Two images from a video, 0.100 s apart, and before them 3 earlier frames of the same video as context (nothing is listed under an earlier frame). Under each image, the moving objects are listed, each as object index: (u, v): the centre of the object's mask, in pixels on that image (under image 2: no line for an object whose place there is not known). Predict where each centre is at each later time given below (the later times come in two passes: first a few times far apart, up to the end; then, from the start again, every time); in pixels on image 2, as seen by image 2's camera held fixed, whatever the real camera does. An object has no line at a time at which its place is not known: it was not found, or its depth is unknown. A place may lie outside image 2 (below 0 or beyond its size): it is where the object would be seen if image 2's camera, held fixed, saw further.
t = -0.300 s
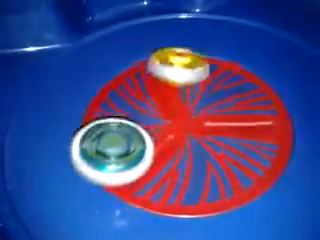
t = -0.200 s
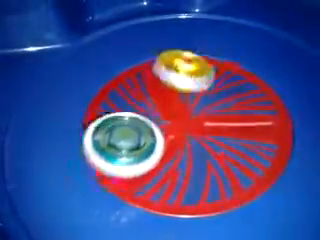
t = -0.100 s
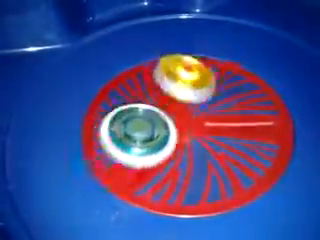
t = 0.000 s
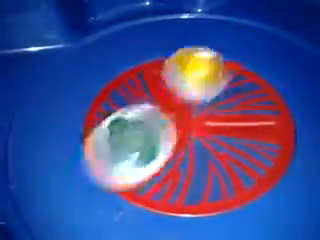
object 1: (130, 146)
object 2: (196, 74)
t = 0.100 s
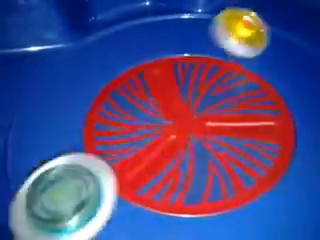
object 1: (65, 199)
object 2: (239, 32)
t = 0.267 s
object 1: (66, 209)
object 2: (270, 14)
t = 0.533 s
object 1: (140, 195)
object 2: (206, 65)
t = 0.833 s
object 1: (210, 184)
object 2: (160, 110)
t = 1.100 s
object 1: (233, 157)
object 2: (166, 120)
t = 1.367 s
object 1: (256, 138)
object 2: (153, 120)
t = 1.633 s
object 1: (252, 119)
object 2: (156, 108)
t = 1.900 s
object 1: (246, 108)
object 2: (163, 95)
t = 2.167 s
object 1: (242, 109)
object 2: (168, 97)
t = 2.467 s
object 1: (232, 106)
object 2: (168, 86)
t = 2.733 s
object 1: (212, 107)
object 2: (164, 74)
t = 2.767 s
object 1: (214, 109)
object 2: (164, 74)
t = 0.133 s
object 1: (56, 205)
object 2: (250, 25)
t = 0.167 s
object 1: (53, 208)
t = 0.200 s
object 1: (55, 209)
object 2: (265, 17)
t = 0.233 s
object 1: (59, 210)
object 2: (269, 14)
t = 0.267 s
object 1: (66, 209)
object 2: (270, 14)
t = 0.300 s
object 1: (74, 209)
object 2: (268, 15)
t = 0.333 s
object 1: (83, 208)
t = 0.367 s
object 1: (92, 207)
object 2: (257, 20)
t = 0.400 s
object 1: (102, 205)
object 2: (247, 23)
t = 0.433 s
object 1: (111, 204)
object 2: (238, 31)
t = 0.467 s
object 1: (121, 201)
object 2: (228, 40)
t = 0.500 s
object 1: (131, 199)
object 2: (217, 53)
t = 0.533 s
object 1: (140, 195)
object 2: (206, 65)
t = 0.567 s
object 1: (149, 190)
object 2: (196, 78)
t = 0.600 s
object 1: (157, 185)
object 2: (185, 91)
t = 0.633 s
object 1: (166, 179)
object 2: (176, 104)
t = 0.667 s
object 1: (174, 174)
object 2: (168, 109)
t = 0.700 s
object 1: (181, 175)
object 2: (161, 115)
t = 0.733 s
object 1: (187, 182)
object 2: (160, 115)
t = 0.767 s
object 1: (194, 186)
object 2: (160, 115)
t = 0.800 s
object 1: (203, 186)
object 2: (160, 113)
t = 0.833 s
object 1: (210, 184)
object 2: (160, 110)
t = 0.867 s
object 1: (216, 180)
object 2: (161, 109)
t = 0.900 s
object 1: (221, 177)
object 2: (163, 108)
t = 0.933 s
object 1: (224, 174)
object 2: (164, 109)
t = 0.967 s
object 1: (227, 171)
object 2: (165, 110)
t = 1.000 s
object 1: (229, 167)
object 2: (166, 111)
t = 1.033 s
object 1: (231, 163)
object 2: (166, 113)
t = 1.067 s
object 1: (232, 160)
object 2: (166, 116)
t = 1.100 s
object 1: (233, 157)
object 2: (166, 120)
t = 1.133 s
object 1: (234, 153)
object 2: (165, 124)
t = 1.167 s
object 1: (234, 149)
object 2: (163, 124)
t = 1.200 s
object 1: (234, 146)
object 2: (161, 124)
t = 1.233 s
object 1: (234, 144)
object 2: (160, 124)
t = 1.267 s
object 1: (240, 143)
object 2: (158, 124)
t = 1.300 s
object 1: (250, 142)
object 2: (155, 122)
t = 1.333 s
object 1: (254, 141)
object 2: (153, 121)
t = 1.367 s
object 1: (256, 138)
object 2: (153, 120)
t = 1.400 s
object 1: (258, 136)
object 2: (152, 119)
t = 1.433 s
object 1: (258, 132)
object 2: (152, 118)
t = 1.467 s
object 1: (258, 130)
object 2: (151, 117)
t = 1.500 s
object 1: (257, 127)
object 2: (152, 115)
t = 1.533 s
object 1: (256, 125)
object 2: (152, 114)
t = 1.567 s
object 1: (255, 123)
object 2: (153, 112)
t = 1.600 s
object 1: (254, 121)
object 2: (154, 110)
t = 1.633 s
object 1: (252, 119)
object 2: (156, 108)
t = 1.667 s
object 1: (249, 117)
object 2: (158, 106)
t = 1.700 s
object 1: (247, 116)
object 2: (160, 105)
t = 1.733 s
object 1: (244, 114)
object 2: (163, 103)
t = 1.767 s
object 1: (241, 112)
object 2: (166, 102)
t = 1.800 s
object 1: (239, 111)
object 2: (169, 102)
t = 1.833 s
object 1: (243, 108)
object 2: (167, 99)
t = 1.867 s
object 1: (246, 107)
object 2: (165, 96)
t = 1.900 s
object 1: (246, 108)
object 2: (163, 95)
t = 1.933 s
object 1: (244, 108)
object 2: (164, 94)
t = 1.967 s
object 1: (241, 108)
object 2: (166, 95)
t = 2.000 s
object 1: (240, 108)
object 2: (170, 95)
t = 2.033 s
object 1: (241, 109)
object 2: (170, 95)
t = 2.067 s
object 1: (240, 109)
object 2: (168, 96)
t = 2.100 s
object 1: (239, 109)
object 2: (168, 98)
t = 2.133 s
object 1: (241, 109)
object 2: (166, 98)
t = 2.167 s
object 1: (242, 109)
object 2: (168, 97)
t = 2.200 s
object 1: (242, 109)
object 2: (169, 96)
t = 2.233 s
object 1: (240, 109)
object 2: (167, 95)
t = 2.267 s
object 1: (239, 109)
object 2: (167, 95)
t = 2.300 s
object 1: (237, 108)
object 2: (168, 94)
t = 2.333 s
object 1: (234, 108)
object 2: (168, 92)
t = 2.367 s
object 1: (232, 108)
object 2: (169, 91)
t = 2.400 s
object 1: (230, 108)
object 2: (169, 91)
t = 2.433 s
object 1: (231, 107)
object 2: (167, 88)
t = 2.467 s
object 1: (232, 106)
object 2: (168, 86)
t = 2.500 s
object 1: (230, 106)
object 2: (171, 84)
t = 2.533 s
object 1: (228, 108)
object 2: (171, 82)
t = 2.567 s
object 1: (228, 109)
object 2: (168, 75)
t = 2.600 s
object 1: (228, 108)
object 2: (165, 73)
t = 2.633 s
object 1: (227, 105)
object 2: (162, 71)
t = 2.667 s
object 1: (223, 106)
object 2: (160, 71)
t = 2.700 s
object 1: (217, 107)
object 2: (162, 72)
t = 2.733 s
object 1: (212, 107)
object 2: (164, 74)
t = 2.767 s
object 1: (214, 109)
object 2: (164, 74)
